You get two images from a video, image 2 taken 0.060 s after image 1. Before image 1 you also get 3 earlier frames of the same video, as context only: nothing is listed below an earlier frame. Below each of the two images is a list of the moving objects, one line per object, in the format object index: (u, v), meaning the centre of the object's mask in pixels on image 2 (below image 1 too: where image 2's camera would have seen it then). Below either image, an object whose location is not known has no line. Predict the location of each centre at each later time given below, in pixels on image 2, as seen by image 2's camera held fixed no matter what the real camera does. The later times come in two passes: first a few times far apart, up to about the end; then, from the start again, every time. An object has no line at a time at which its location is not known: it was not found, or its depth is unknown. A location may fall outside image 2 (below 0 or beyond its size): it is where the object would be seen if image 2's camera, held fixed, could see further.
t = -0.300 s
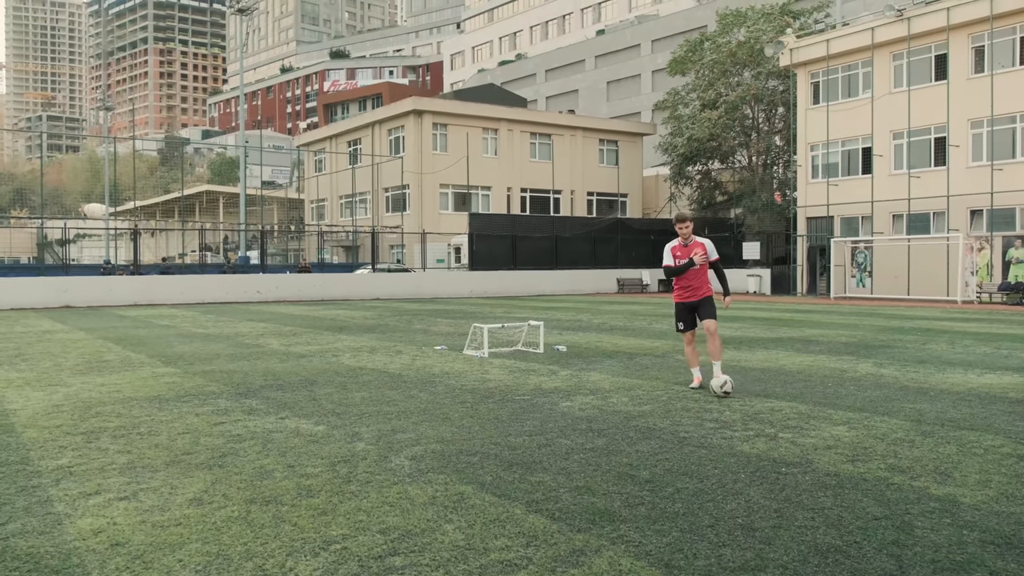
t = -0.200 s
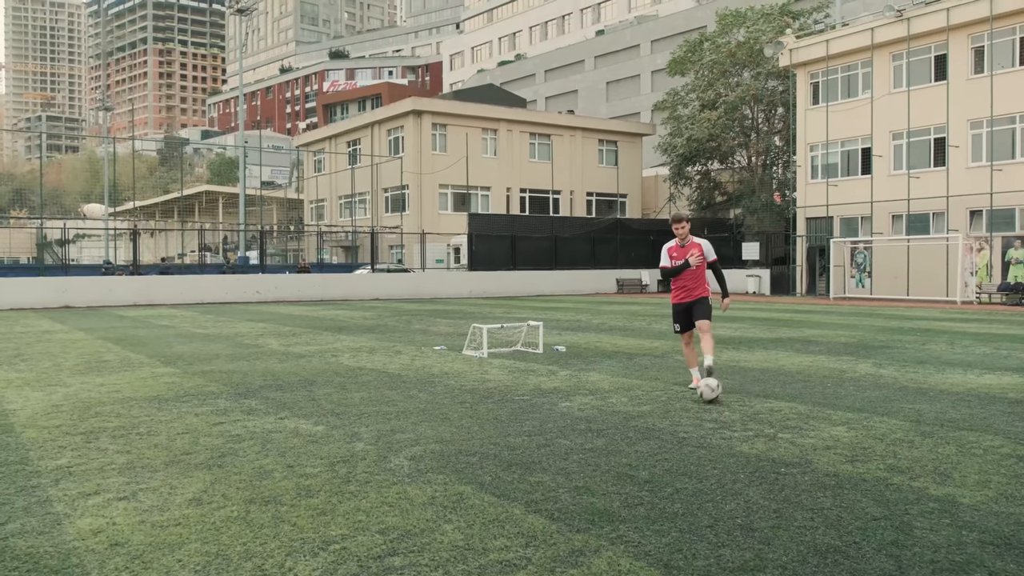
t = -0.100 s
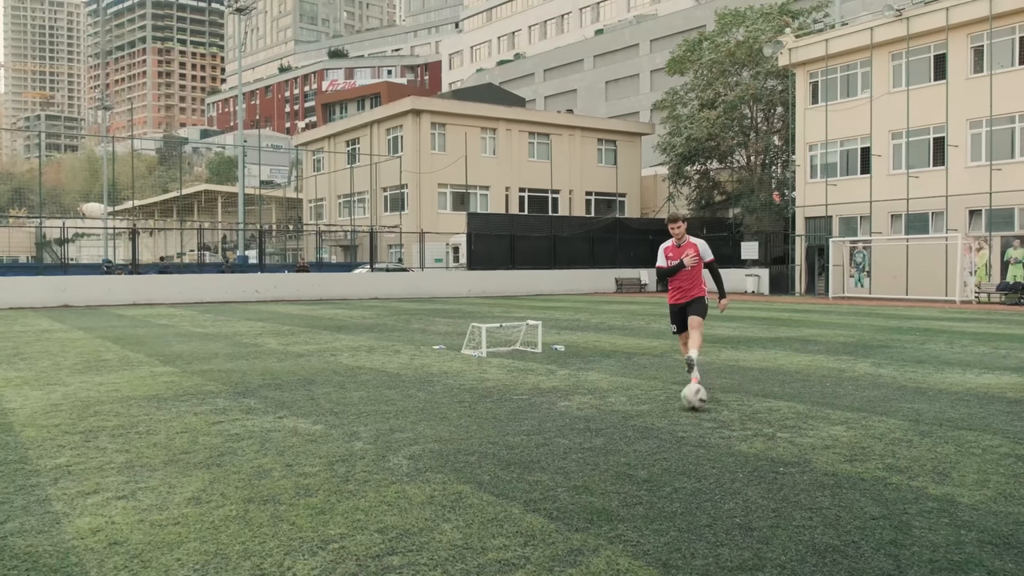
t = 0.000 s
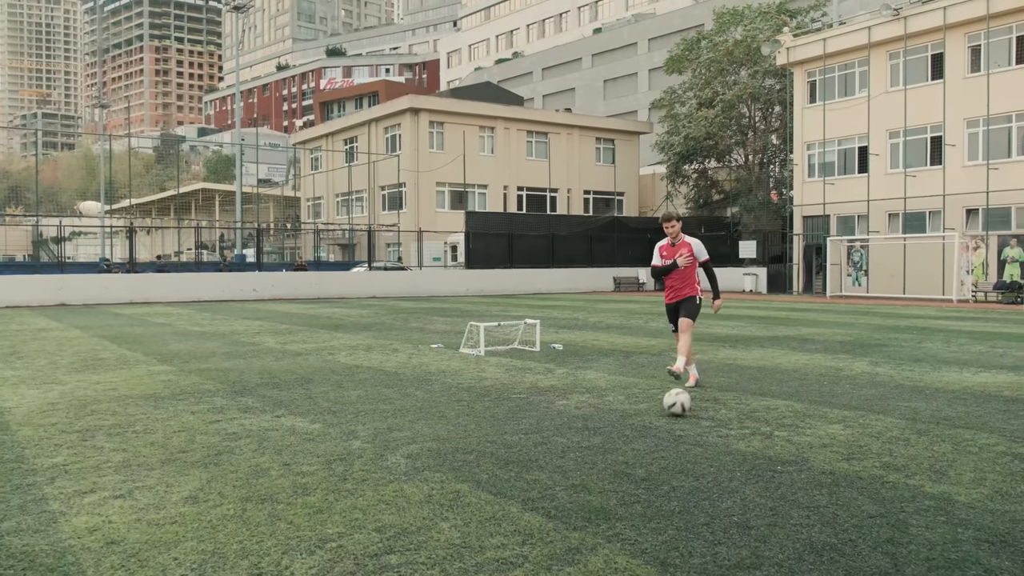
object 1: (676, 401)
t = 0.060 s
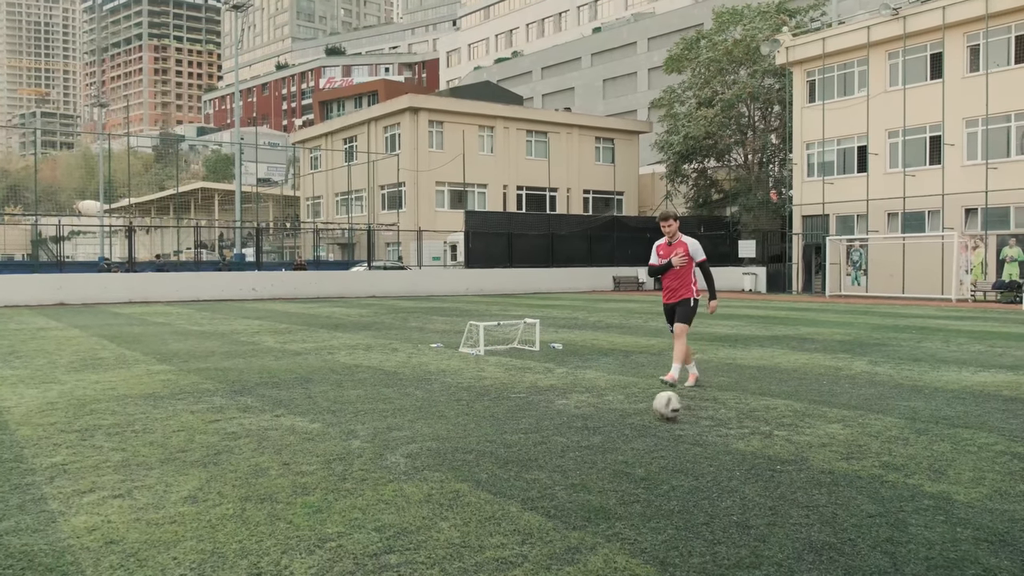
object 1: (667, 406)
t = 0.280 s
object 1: (628, 426)
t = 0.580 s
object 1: (561, 466)
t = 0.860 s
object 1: (466, 519)
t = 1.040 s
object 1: (381, 559)
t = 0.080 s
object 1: (664, 406)
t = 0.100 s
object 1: (660, 407)
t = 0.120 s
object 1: (657, 410)
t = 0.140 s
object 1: (654, 412)
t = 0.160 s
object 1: (650, 415)
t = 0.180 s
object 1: (646, 417)
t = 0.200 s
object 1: (643, 417)
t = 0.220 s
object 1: (640, 418)
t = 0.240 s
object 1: (636, 421)
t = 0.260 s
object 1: (632, 422)
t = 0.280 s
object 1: (628, 426)
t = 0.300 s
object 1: (623, 430)
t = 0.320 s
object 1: (620, 431)
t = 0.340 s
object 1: (616, 432)
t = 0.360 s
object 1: (613, 433)
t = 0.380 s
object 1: (608, 434)
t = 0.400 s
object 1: (604, 437)
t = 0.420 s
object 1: (600, 440)
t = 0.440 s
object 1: (595, 444)
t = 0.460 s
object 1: (590, 450)
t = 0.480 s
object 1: (585, 453)
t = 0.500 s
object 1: (580, 454)
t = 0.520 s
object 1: (577, 456)
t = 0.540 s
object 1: (571, 458)
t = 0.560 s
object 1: (565, 462)
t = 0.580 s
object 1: (561, 466)
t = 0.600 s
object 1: (555, 470)
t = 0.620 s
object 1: (549, 472)
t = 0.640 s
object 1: (543, 475)
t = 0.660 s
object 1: (537, 478)
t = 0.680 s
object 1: (532, 484)
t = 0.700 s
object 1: (526, 486)
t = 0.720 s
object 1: (519, 490)
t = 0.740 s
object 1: (512, 492)
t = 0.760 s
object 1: (506, 497)
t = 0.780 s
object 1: (497, 502)
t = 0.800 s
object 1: (490, 507)
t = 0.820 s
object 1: (482, 511)
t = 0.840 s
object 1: (474, 514)
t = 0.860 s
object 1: (466, 519)
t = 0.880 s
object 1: (459, 524)
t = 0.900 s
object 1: (449, 531)
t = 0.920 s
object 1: (441, 534)
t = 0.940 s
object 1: (432, 539)
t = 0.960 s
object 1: (422, 545)
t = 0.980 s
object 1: (412, 549)
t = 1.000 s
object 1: (401, 552)
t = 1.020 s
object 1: (392, 555)
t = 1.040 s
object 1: (381, 559)
